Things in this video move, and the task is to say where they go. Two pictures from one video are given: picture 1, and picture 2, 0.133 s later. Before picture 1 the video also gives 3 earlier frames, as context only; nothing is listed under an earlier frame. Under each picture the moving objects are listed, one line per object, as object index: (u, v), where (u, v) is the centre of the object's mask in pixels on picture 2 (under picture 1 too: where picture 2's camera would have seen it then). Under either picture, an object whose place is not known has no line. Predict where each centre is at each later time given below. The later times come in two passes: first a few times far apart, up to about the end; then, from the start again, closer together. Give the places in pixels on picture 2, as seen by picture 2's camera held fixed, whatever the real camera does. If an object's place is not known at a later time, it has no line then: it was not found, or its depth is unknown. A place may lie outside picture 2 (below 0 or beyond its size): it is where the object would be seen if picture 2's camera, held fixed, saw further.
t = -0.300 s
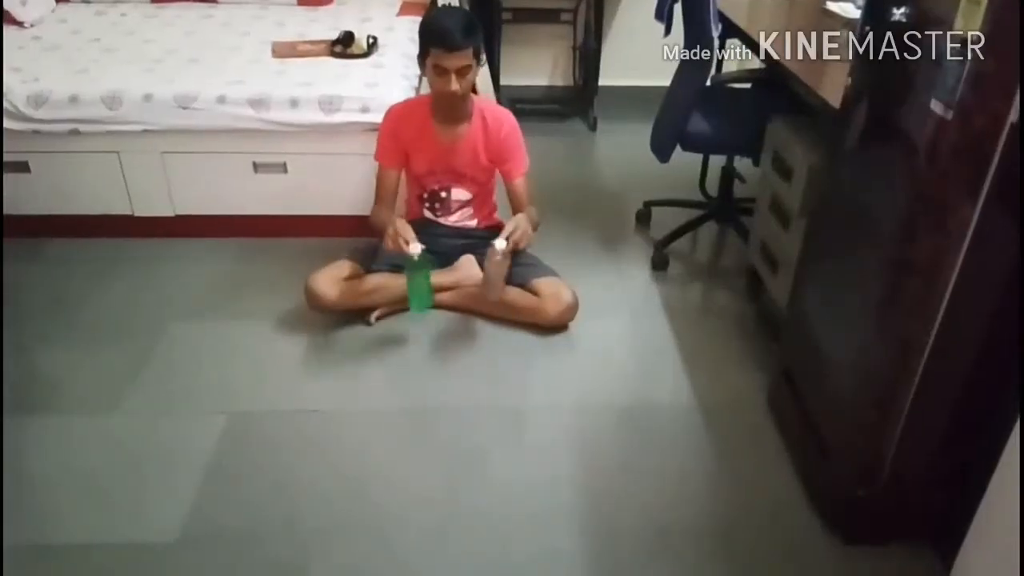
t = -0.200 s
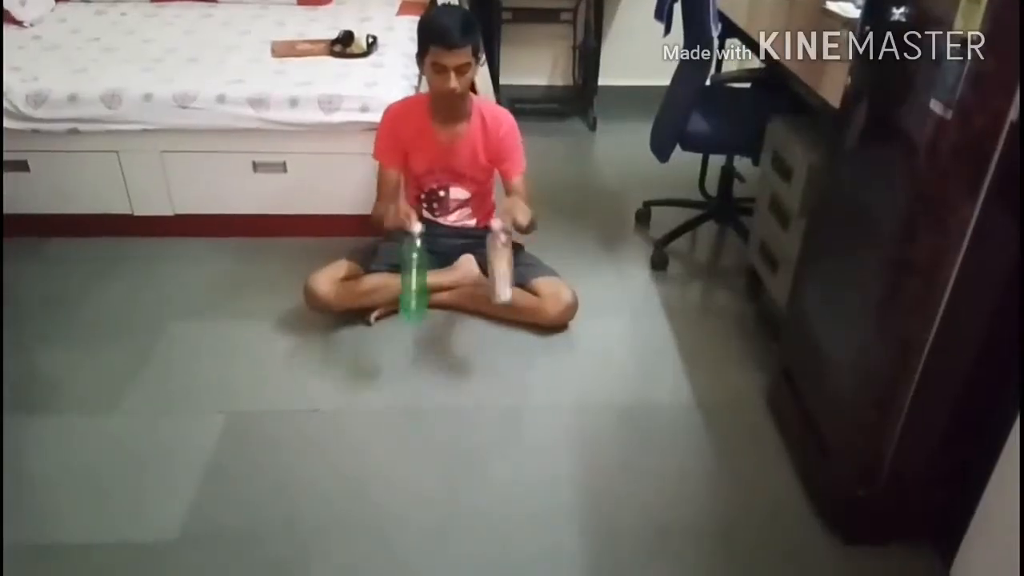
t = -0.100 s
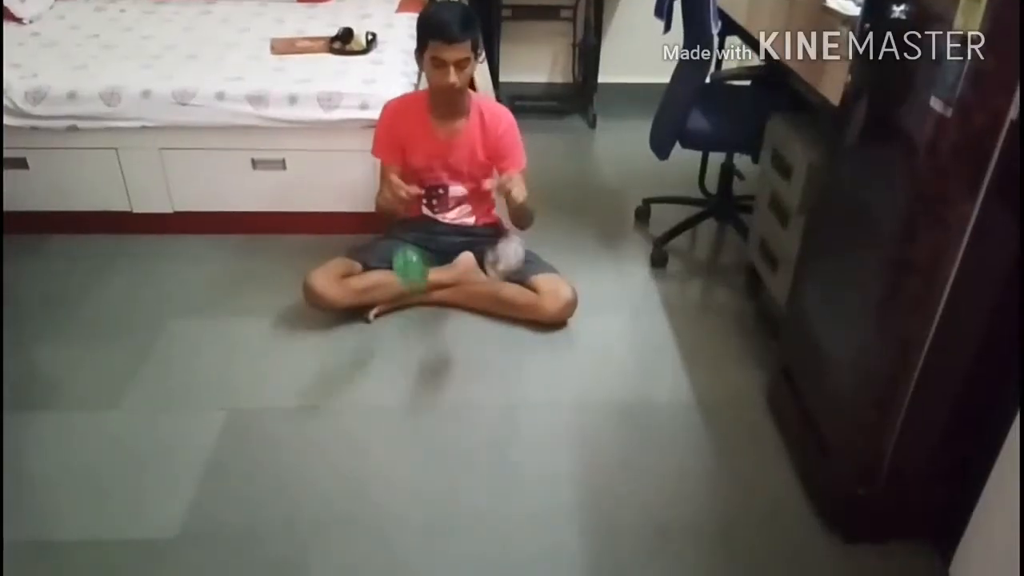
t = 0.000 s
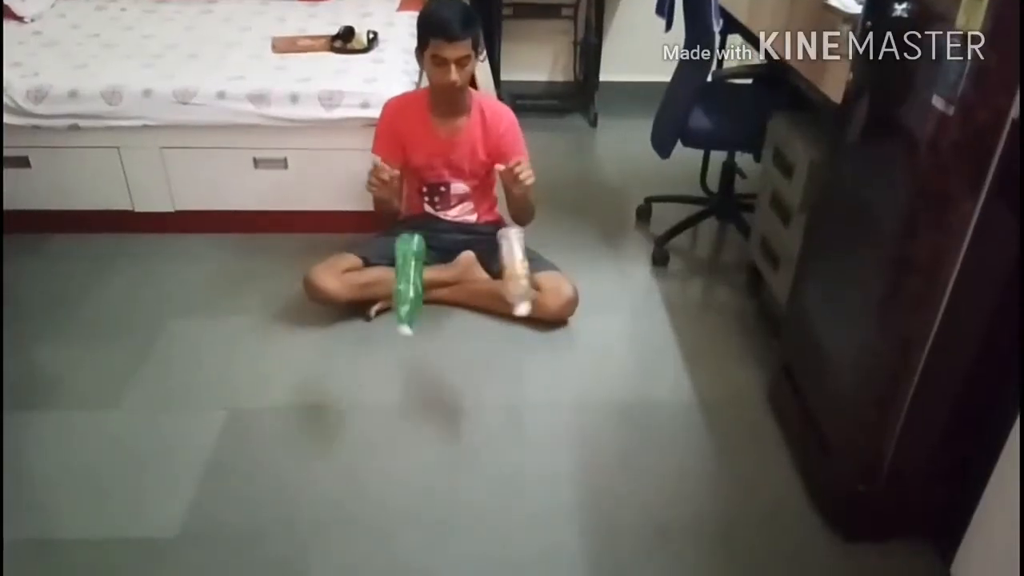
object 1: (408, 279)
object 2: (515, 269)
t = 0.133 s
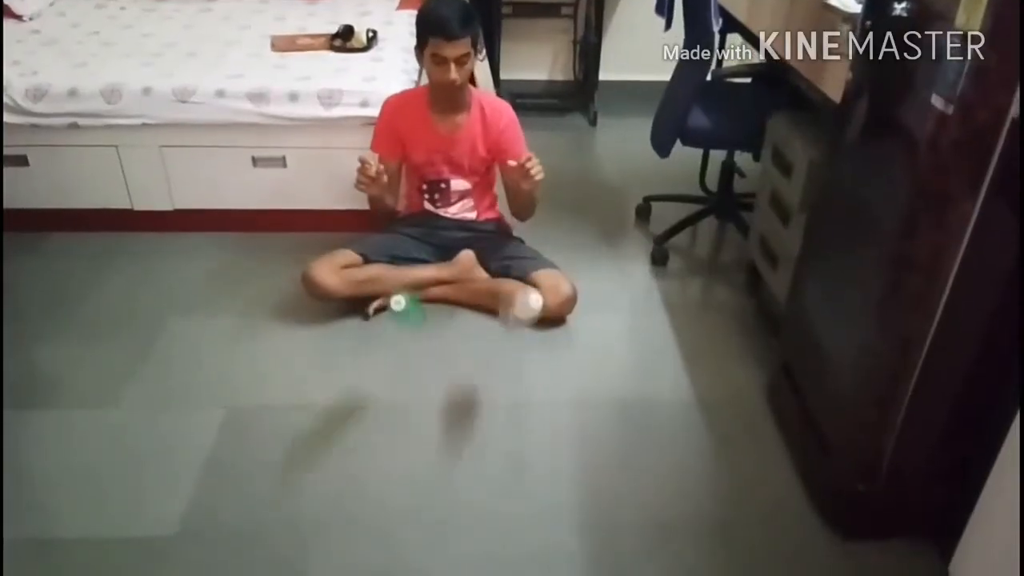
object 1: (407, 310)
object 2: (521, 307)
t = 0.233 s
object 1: (410, 380)
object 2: (521, 381)
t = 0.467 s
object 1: (413, 384)
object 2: (523, 383)
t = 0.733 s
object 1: (407, 389)
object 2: (523, 383)
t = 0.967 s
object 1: (408, 389)
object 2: (522, 383)
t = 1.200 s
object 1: (410, 389)
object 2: (522, 382)
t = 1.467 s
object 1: (410, 389)
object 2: (522, 383)
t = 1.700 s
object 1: (408, 390)
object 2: (521, 383)
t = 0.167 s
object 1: (407, 331)
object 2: (523, 328)
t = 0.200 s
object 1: (408, 353)
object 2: (523, 360)
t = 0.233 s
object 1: (410, 380)
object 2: (521, 381)
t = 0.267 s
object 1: (410, 386)
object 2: (522, 382)
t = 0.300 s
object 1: (412, 386)
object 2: (521, 381)
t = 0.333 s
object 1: (414, 385)
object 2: (520, 382)
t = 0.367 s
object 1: (415, 384)
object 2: (521, 382)
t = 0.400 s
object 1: (415, 384)
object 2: (522, 383)
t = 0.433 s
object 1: (414, 384)
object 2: (522, 384)
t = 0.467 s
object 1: (413, 384)
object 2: (523, 383)
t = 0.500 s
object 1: (412, 386)
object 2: (522, 383)
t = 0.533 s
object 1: (410, 388)
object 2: (521, 383)
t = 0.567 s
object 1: (408, 389)
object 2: (522, 383)
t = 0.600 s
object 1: (405, 390)
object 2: (523, 383)
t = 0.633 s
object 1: (405, 390)
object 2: (523, 383)
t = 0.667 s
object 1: (405, 390)
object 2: (523, 383)
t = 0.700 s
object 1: (406, 390)
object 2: (523, 383)
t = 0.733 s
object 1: (407, 389)
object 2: (523, 383)
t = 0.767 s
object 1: (410, 388)
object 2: (522, 382)
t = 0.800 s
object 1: (412, 388)
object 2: (522, 382)
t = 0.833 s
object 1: (413, 389)
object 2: (522, 383)
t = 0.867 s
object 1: (413, 389)
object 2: (522, 383)
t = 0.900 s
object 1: (412, 389)
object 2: (522, 383)
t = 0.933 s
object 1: (409, 389)
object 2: (522, 383)
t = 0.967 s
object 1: (408, 389)
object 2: (522, 383)
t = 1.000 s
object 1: (408, 389)
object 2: (522, 383)
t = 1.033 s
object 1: (410, 389)
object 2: (522, 383)
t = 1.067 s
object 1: (410, 389)
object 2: (522, 383)
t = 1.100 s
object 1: (409, 389)
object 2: (522, 383)
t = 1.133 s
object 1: (408, 389)
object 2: (522, 383)
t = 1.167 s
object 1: (408, 390)
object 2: (522, 382)
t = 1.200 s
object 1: (410, 389)
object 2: (522, 382)
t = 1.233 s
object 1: (410, 389)
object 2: (521, 383)
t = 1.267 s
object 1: (410, 390)
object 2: (521, 383)
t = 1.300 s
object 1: (408, 390)
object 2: (521, 383)
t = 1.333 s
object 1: (408, 390)
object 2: (522, 383)
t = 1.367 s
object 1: (408, 390)
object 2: (522, 383)
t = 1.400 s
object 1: (410, 389)
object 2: (522, 383)
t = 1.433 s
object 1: (411, 389)
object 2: (522, 383)
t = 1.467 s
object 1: (410, 389)
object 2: (522, 383)
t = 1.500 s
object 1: (409, 390)
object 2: (522, 383)
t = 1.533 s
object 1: (409, 389)
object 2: (522, 383)
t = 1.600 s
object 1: (409, 389)
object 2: (521, 383)
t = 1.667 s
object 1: (408, 390)
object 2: (521, 383)
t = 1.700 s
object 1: (408, 390)
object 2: (521, 383)
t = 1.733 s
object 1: (409, 390)
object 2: (521, 384)
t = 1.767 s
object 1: (409, 390)
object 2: (521, 384)
